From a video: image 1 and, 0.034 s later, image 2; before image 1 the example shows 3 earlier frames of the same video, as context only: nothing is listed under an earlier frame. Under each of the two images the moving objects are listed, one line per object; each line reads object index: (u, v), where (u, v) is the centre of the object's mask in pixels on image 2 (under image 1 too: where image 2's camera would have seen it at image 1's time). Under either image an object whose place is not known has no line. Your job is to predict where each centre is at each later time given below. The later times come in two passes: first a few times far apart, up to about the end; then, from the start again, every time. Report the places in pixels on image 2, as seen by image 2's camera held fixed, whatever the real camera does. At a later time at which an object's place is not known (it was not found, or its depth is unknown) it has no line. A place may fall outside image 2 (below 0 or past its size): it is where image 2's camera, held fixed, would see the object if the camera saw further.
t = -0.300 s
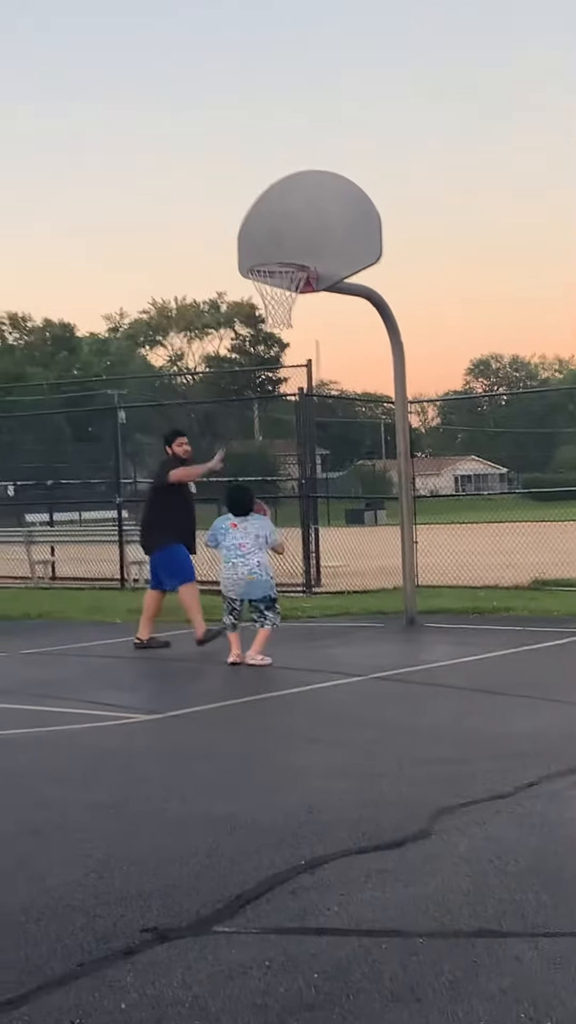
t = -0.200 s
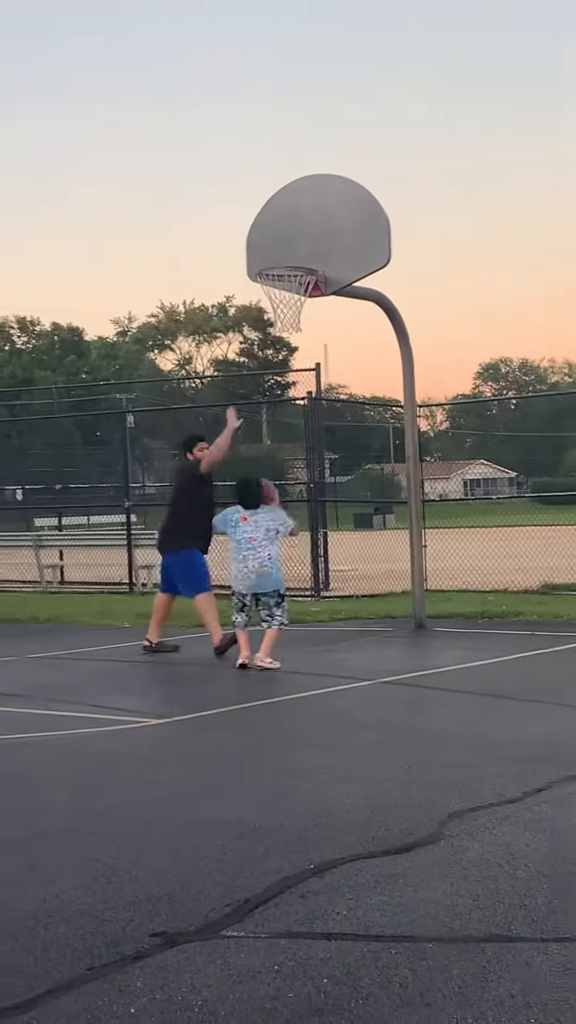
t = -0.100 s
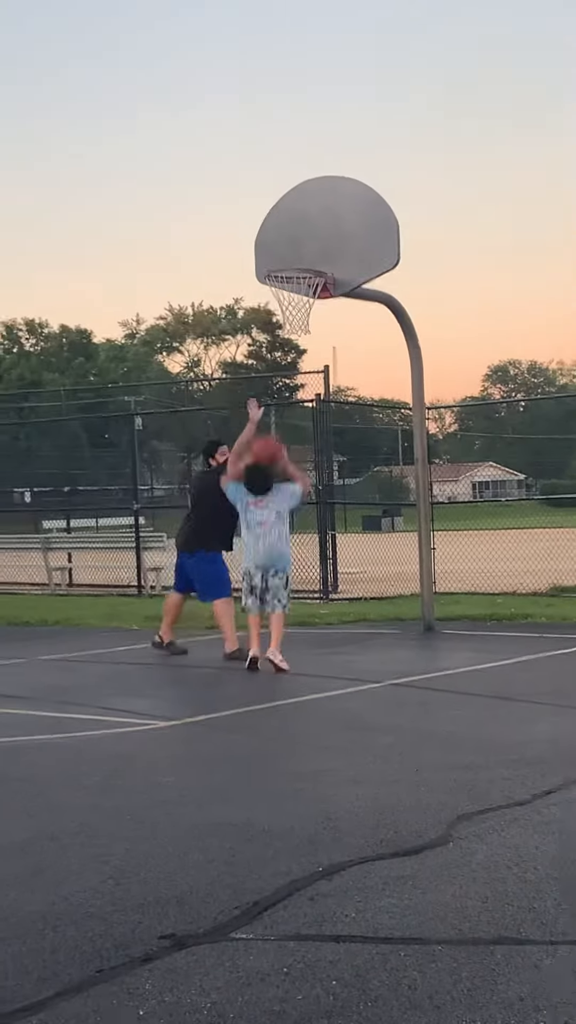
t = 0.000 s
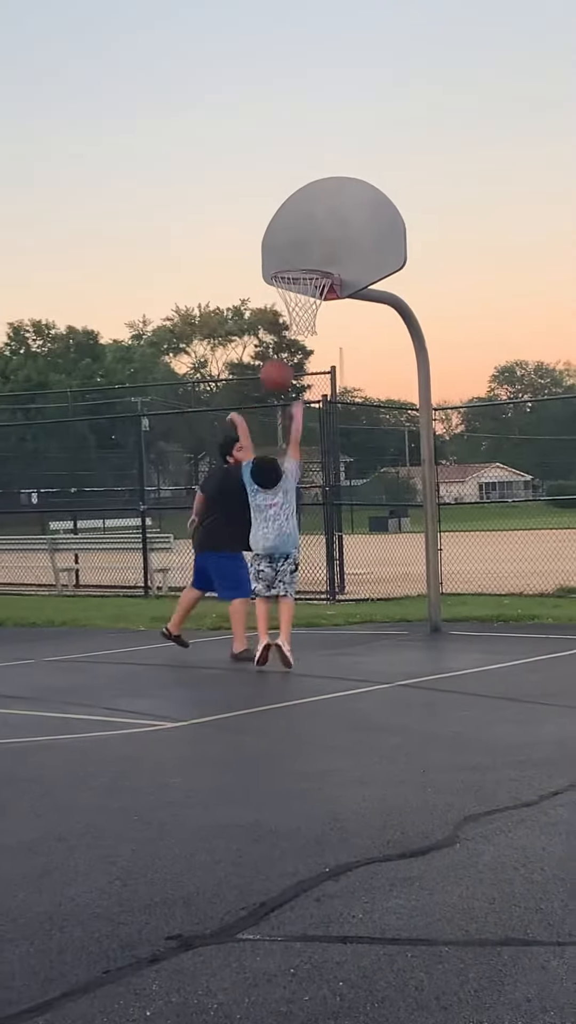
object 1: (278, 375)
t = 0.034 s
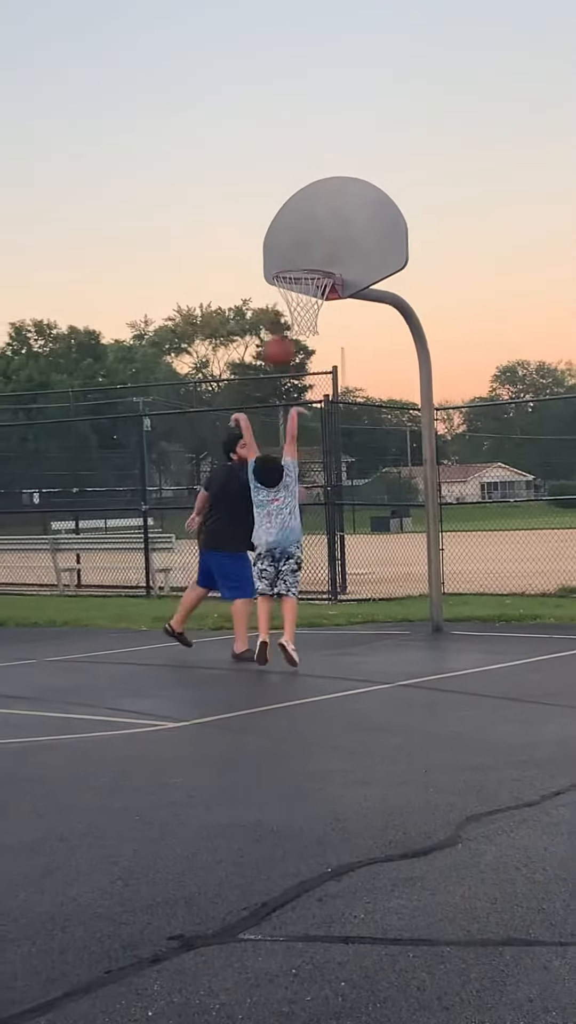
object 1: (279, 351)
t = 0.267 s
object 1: (281, 221)
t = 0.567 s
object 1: (291, 166)
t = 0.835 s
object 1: (303, 215)
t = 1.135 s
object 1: (309, 309)
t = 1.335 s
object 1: (305, 341)
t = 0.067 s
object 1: (278, 326)
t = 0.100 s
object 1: (278, 306)
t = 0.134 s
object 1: (279, 285)
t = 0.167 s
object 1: (279, 267)
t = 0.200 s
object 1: (280, 251)
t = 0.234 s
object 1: (280, 235)
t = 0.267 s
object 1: (281, 221)
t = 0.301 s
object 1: (282, 209)
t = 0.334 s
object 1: (283, 199)
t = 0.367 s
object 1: (284, 189)
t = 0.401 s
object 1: (285, 181)
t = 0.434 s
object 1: (286, 175)
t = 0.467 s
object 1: (287, 171)
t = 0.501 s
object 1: (288, 168)
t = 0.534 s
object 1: (289, 166)
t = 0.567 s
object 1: (291, 166)
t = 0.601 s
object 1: (292, 167)
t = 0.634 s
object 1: (293, 170)
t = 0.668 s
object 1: (295, 174)
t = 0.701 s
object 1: (296, 179)
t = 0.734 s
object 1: (298, 186)
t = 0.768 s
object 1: (299, 194)
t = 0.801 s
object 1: (301, 204)
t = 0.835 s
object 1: (303, 215)
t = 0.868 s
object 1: (305, 226)
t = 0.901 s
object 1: (306, 240)
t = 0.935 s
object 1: (308, 254)
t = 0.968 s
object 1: (310, 262)
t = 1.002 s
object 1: (311, 267)
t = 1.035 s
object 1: (308, 289)
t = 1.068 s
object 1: (310, 299)
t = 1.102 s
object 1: (309, 306)
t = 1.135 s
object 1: (309, 309)
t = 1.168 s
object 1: (308, 311)
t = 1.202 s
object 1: (307, 314)
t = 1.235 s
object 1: (306, 319)
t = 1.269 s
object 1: (306, 324)
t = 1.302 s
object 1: (305, 332)
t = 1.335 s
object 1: (305, 341)
